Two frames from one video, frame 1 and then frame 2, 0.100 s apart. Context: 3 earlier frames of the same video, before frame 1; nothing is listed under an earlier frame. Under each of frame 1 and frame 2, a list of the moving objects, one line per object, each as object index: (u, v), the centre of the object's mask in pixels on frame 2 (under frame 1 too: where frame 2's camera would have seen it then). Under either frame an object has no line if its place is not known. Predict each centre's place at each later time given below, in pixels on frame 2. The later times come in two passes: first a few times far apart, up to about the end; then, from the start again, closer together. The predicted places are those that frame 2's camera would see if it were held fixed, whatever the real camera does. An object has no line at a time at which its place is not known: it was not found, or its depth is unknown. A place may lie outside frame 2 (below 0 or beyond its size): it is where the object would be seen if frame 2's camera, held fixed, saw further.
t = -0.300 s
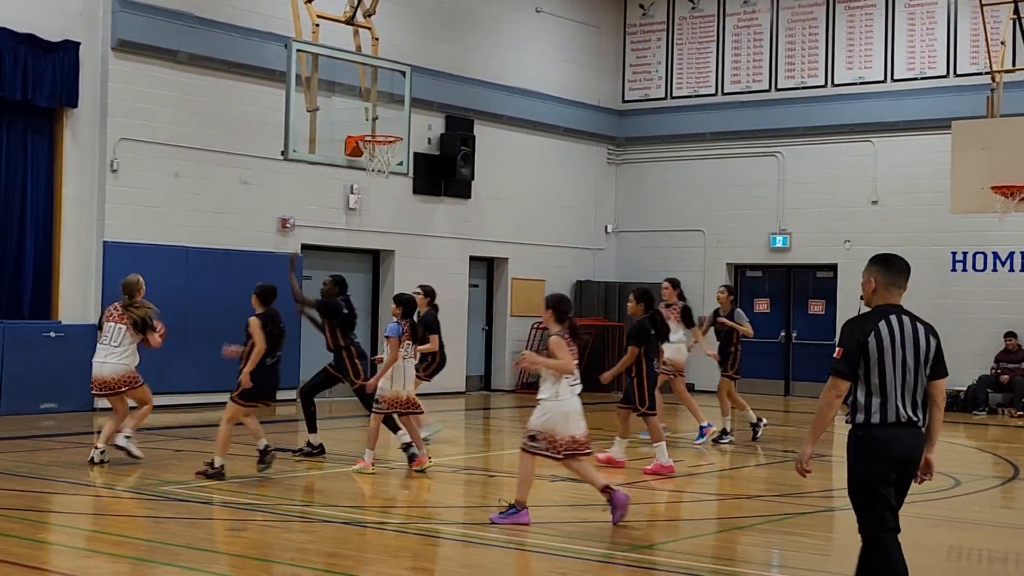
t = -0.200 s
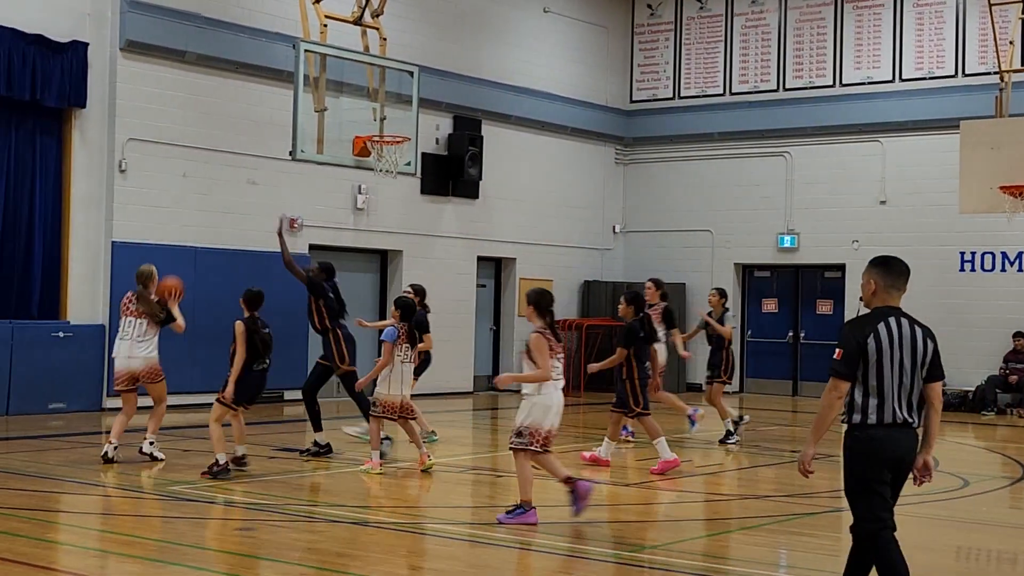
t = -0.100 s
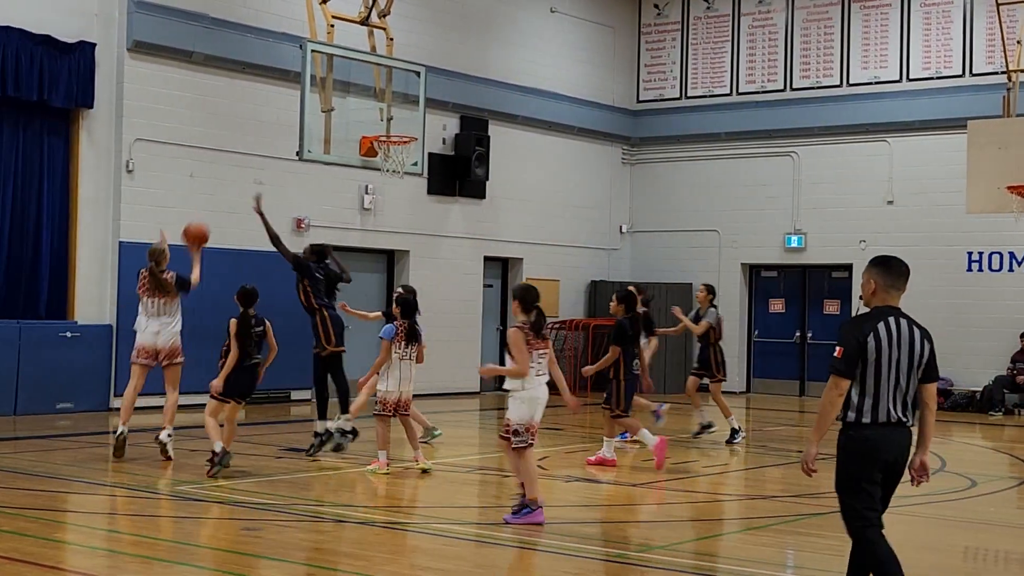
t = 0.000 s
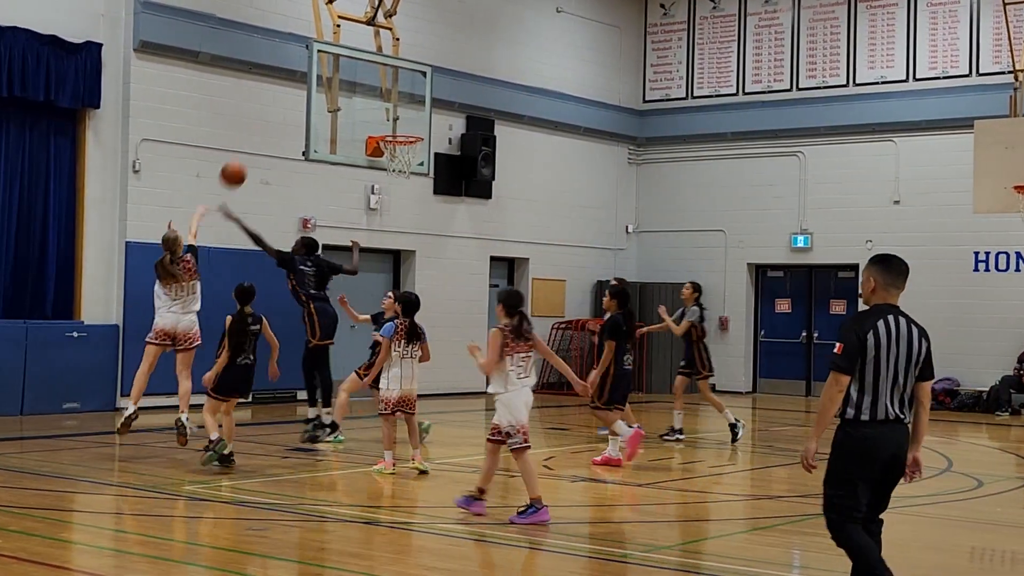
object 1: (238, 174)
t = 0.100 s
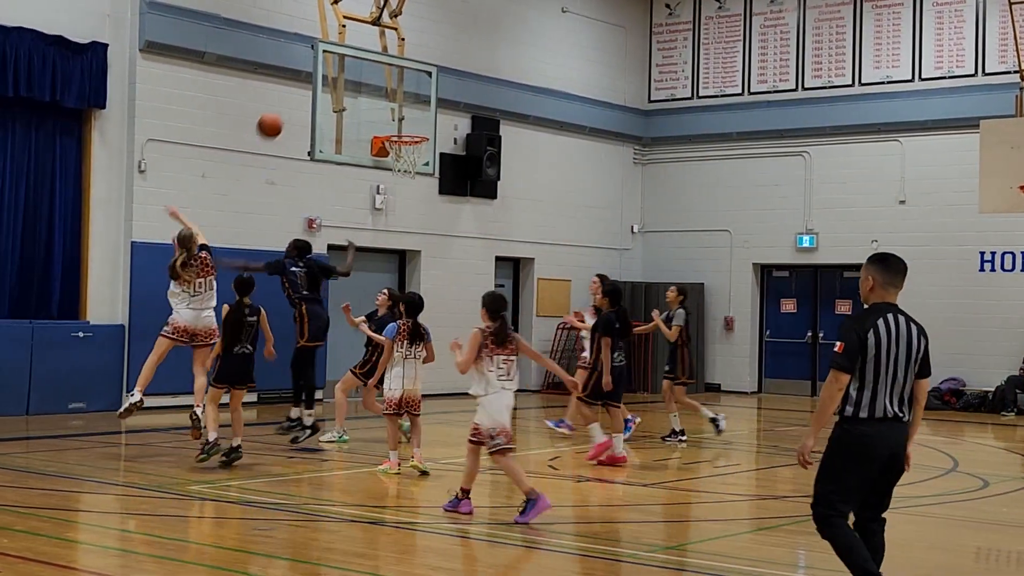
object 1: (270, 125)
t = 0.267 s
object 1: (315, 74)
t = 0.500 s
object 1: (372, 53)
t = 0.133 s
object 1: (279, 113)
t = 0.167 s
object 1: (289, 101)
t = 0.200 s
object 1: (298, 90)
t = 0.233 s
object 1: (307, 81)
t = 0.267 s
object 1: (315, 74)
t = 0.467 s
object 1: (365, 53)
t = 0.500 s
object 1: (372, 53)
